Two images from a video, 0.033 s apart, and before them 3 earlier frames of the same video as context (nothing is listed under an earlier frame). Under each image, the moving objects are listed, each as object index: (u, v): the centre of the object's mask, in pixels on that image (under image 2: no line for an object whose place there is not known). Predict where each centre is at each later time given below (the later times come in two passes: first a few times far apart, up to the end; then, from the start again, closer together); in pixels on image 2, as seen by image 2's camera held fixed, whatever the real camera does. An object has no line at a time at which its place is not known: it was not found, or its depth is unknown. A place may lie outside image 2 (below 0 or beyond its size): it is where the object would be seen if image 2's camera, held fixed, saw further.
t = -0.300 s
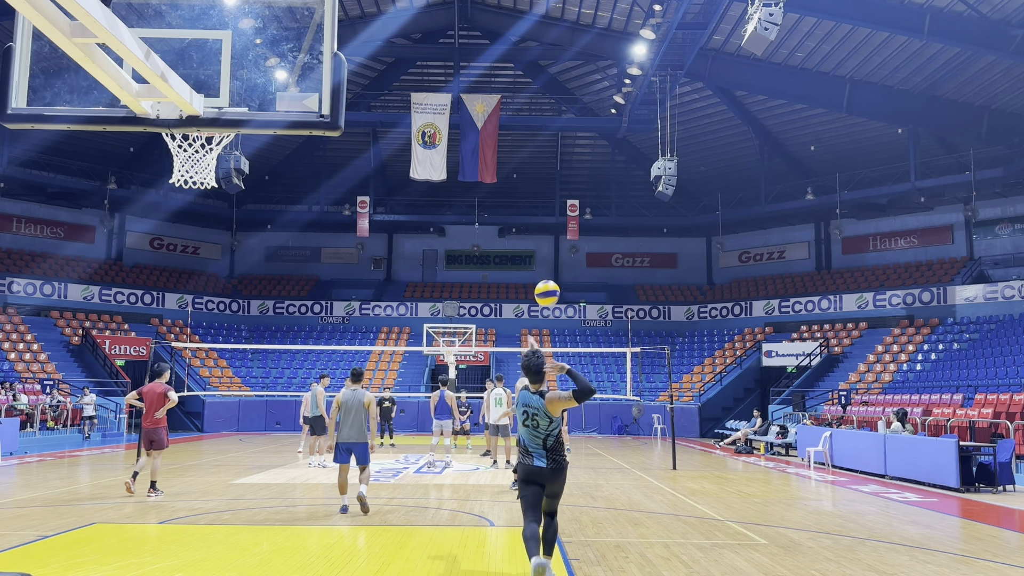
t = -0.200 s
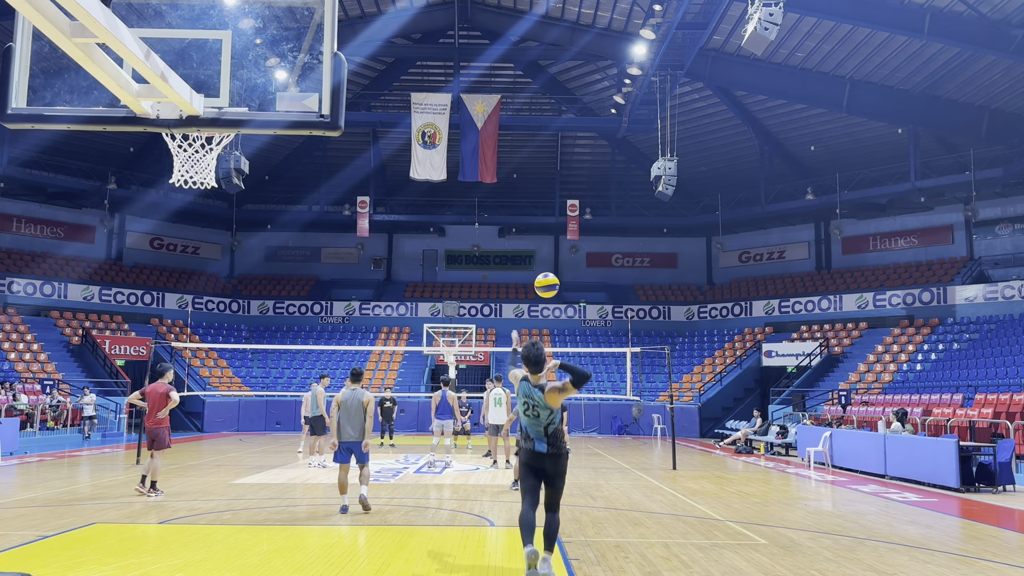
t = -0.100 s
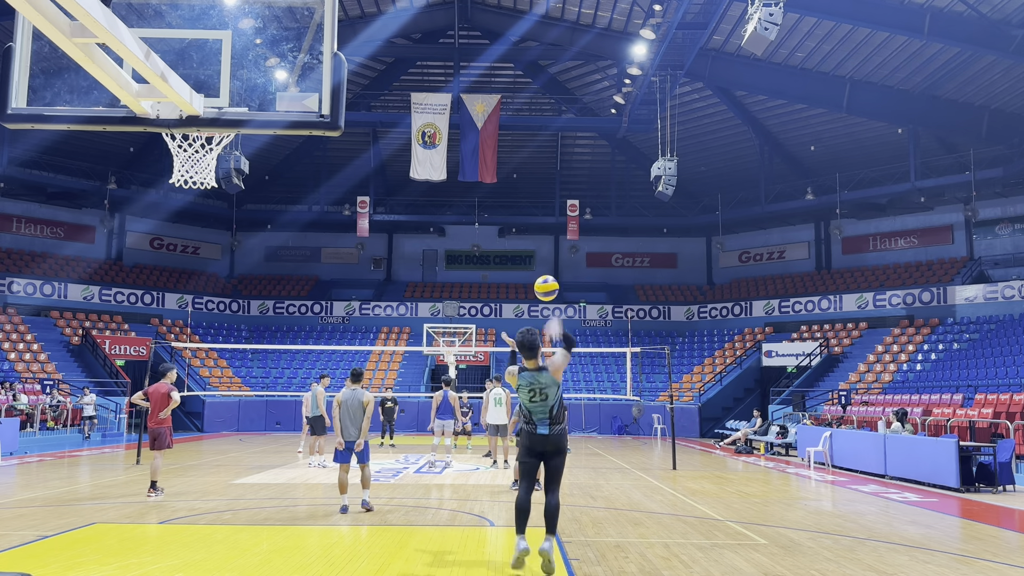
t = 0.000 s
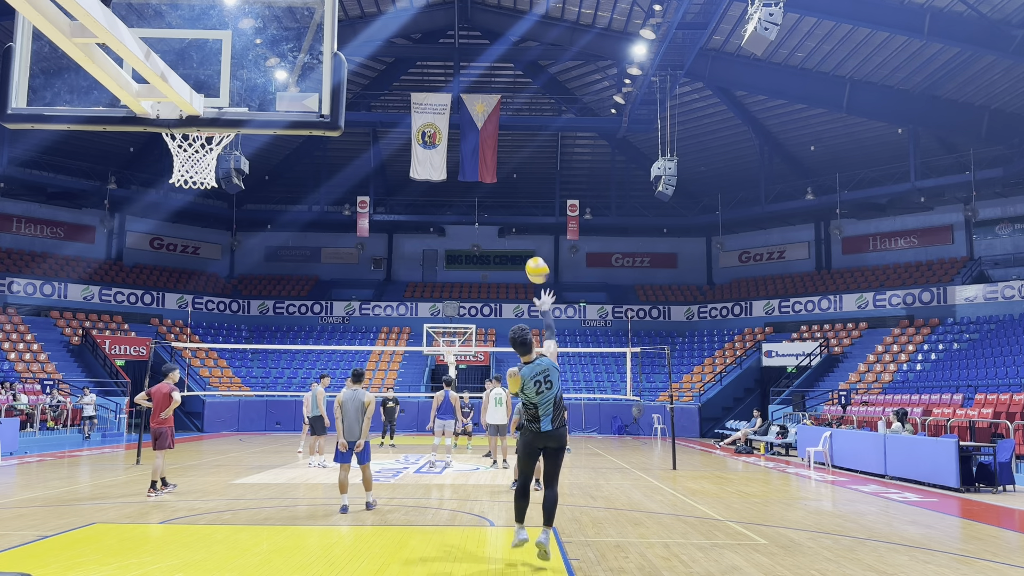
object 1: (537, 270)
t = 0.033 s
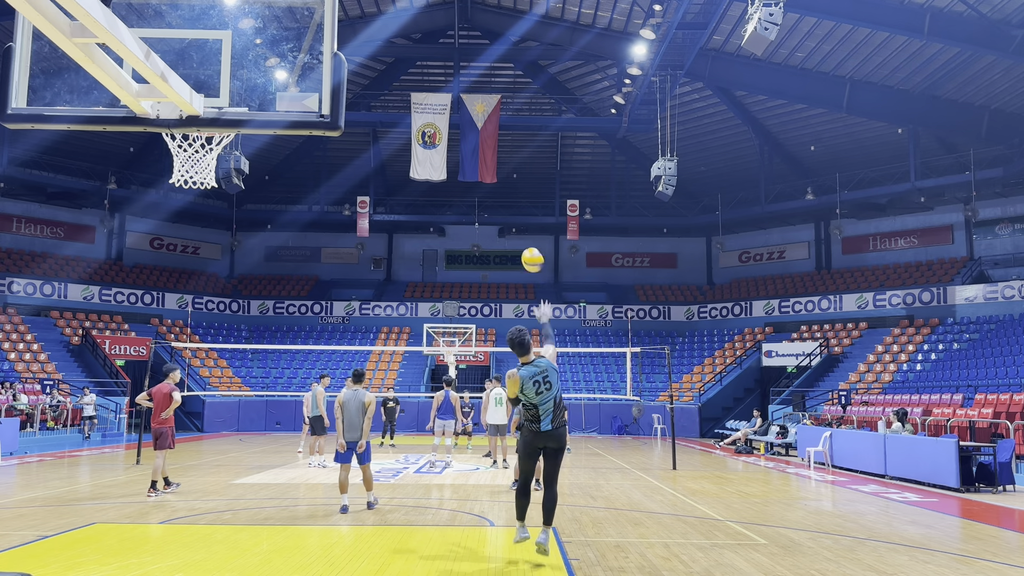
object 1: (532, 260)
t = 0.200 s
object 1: (518, 231)
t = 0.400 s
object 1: (505, 231)
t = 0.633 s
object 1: (499, 253)
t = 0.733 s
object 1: (498, 268)
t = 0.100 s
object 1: (525, 244)
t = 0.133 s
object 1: (522, 238)
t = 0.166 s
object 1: (520, 234)
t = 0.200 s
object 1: (518, 231)
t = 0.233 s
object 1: (516, 229)
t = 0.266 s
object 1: (513, 228)
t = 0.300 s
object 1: (511, 228)
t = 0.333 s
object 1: (509, 228)
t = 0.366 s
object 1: (507, 229)
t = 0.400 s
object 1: (505, 231)
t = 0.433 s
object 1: (503, 233)
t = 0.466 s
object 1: (502, 235)
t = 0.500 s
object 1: (501, 238)
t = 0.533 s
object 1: (500, 241)
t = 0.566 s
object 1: (500, 244)
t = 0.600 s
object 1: (499, 248)
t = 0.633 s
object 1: (499, 253)
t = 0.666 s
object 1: (499, 258)
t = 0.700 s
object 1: (498, 263)
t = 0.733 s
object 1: (498, 268)
